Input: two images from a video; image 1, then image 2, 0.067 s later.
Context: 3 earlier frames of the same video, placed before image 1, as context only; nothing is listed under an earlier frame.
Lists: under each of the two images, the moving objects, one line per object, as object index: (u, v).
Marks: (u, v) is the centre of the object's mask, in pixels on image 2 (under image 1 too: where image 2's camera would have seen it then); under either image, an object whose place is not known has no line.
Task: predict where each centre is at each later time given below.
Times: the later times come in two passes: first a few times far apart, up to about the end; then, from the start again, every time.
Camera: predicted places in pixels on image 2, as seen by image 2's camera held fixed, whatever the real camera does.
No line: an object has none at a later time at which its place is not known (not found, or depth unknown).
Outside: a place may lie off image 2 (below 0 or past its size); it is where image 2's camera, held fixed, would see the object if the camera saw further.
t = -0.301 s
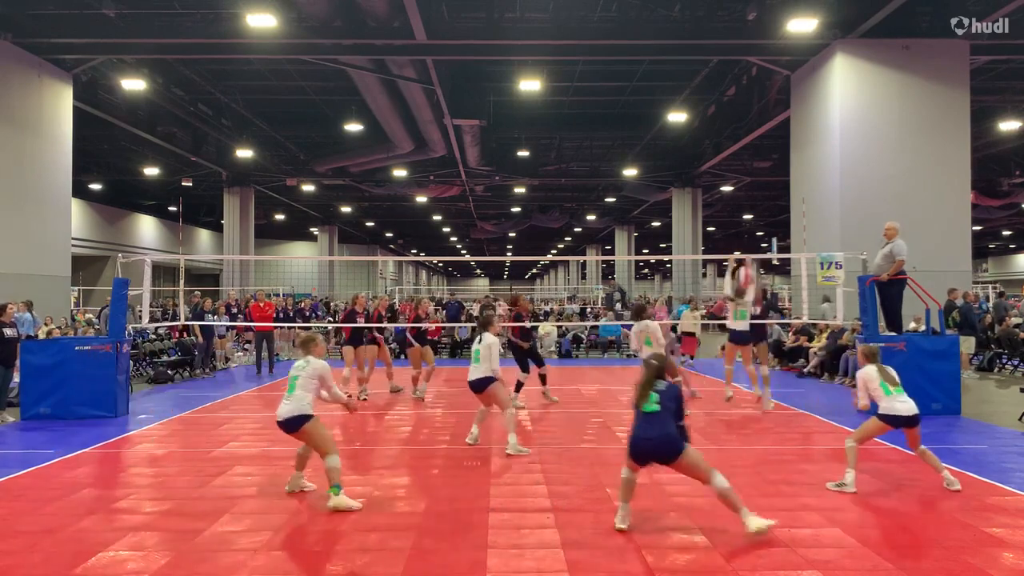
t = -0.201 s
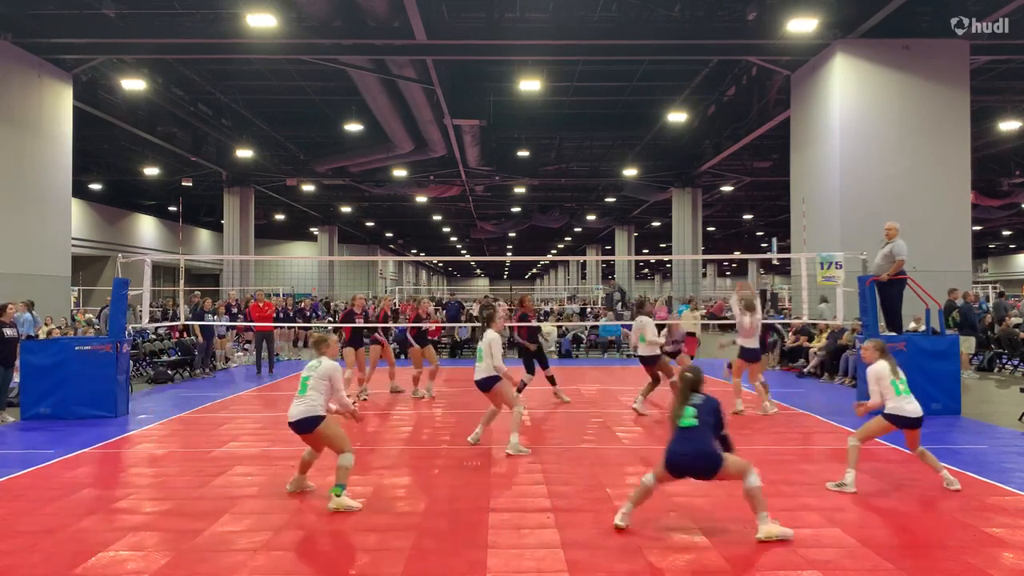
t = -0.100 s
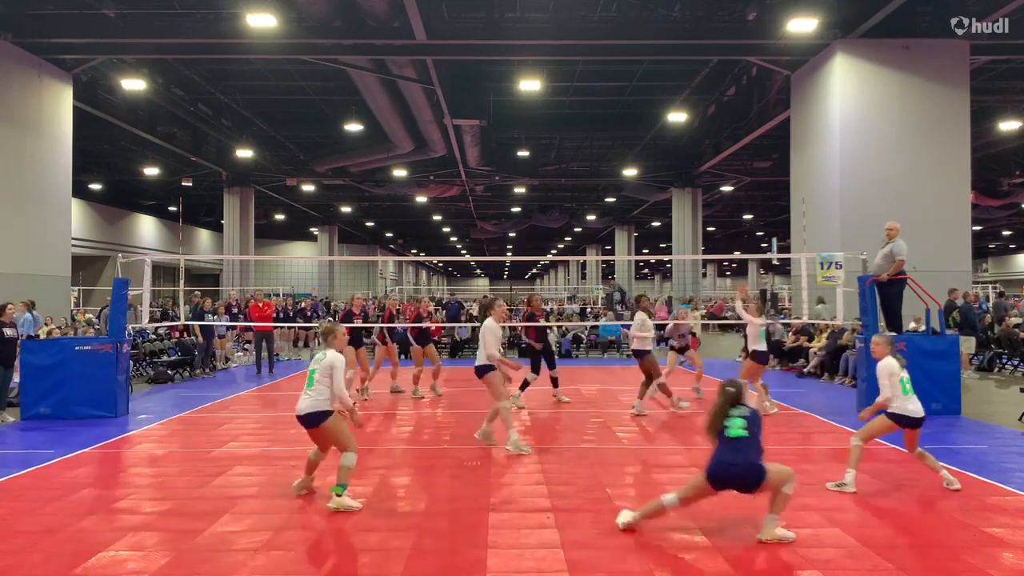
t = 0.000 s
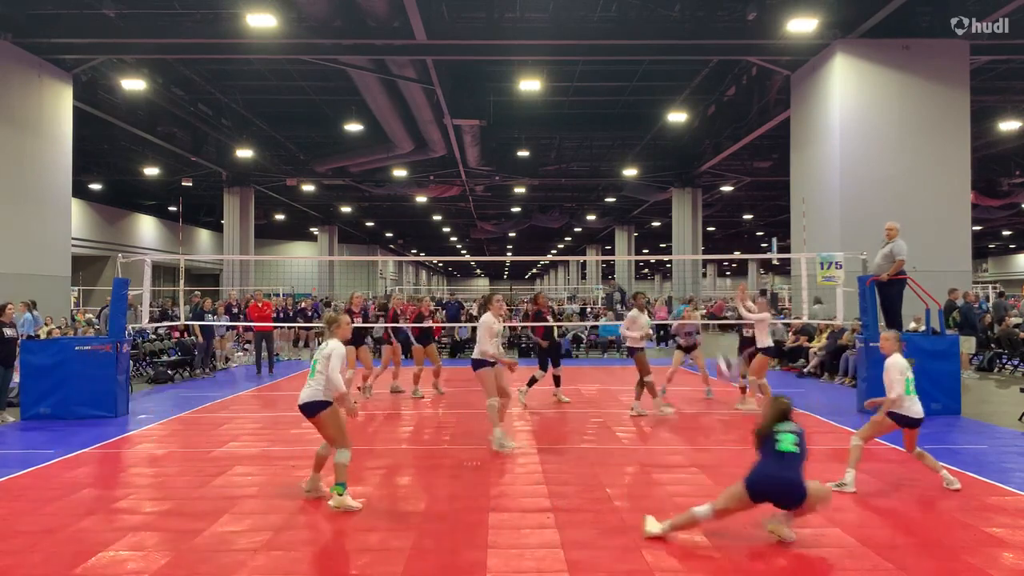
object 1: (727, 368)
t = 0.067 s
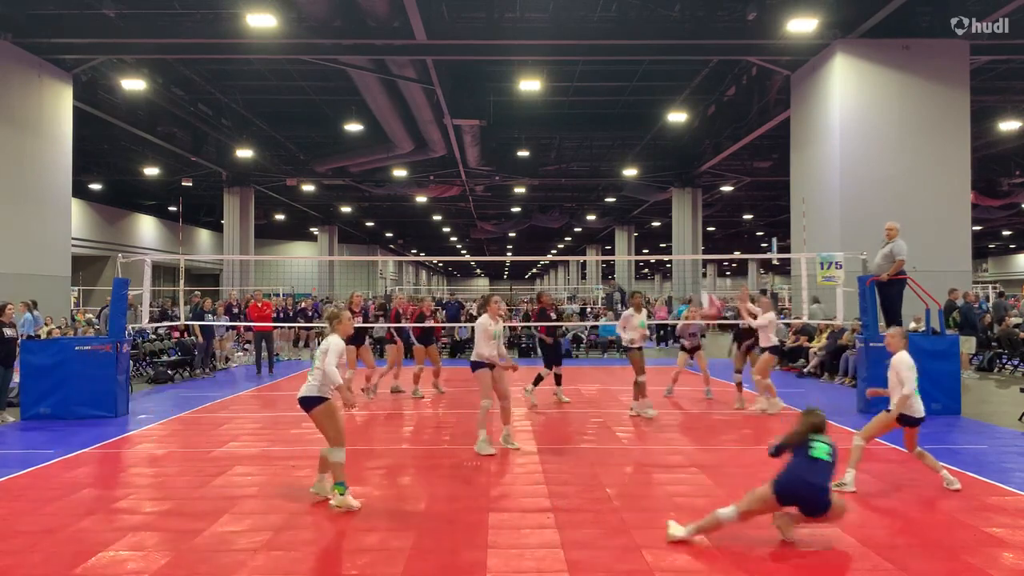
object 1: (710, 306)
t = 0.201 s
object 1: (669, 209)
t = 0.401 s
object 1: (622, 118)
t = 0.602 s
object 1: (580, 78)
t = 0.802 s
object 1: (543, 78)
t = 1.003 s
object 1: (509, 115)
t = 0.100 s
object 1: (697, 281)
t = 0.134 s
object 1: (687, 254)
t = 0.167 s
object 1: (677, 230)
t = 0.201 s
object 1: (669, 209)
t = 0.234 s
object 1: (661, 191)
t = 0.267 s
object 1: (653, 173)
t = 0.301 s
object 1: (645, 157)
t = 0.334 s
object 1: (637, 143)
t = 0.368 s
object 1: (629, 130)
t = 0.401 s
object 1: (622, 118)
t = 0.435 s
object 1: (614, 108)
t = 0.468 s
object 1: (607, 100)
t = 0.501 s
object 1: (600, 92)
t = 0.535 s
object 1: (593, 86)
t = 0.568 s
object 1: (586, 82)
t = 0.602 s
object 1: (580, 78)
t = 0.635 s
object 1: (573, 75)
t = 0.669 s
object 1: (567, 74)
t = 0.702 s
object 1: (560, 74)
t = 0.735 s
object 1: (555, 74)
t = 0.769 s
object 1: (549, 76)
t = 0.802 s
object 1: (543, 78)
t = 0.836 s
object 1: (538, 82)
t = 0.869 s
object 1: (531, 87)
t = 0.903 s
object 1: (524, 94)
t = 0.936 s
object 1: (519, 100)
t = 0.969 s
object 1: (514, 107)
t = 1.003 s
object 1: (509, 115)
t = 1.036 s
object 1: (504, 124)
